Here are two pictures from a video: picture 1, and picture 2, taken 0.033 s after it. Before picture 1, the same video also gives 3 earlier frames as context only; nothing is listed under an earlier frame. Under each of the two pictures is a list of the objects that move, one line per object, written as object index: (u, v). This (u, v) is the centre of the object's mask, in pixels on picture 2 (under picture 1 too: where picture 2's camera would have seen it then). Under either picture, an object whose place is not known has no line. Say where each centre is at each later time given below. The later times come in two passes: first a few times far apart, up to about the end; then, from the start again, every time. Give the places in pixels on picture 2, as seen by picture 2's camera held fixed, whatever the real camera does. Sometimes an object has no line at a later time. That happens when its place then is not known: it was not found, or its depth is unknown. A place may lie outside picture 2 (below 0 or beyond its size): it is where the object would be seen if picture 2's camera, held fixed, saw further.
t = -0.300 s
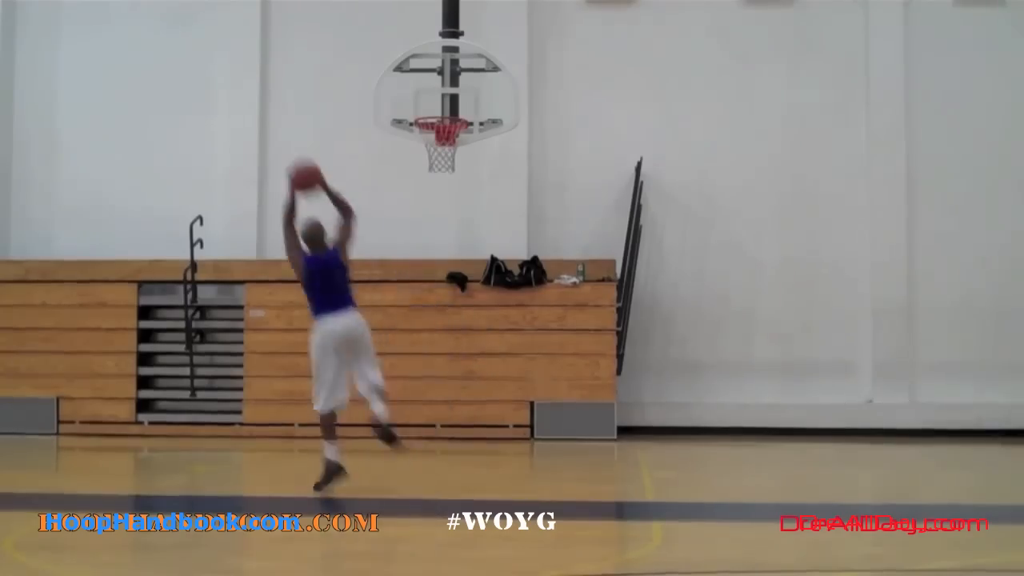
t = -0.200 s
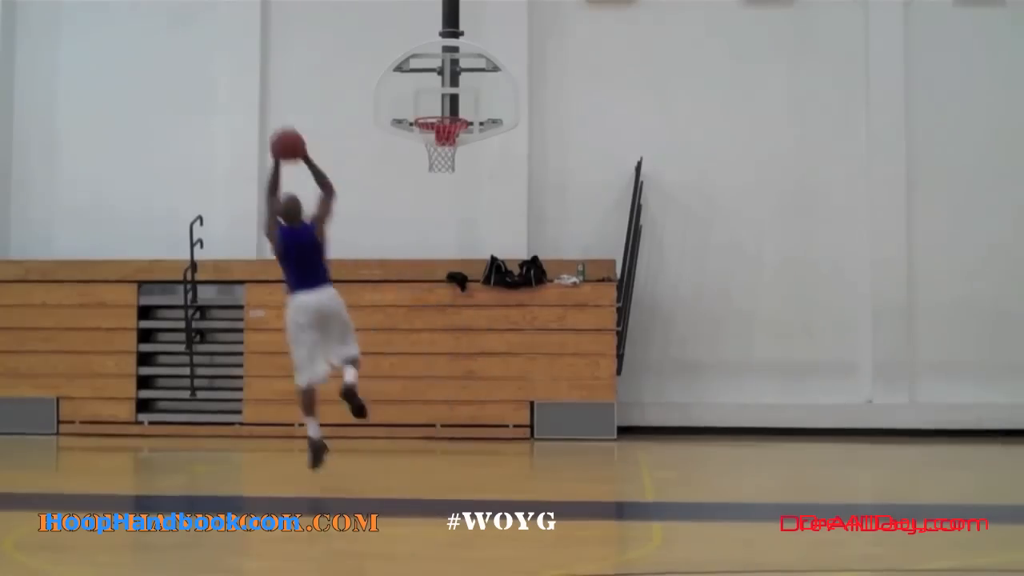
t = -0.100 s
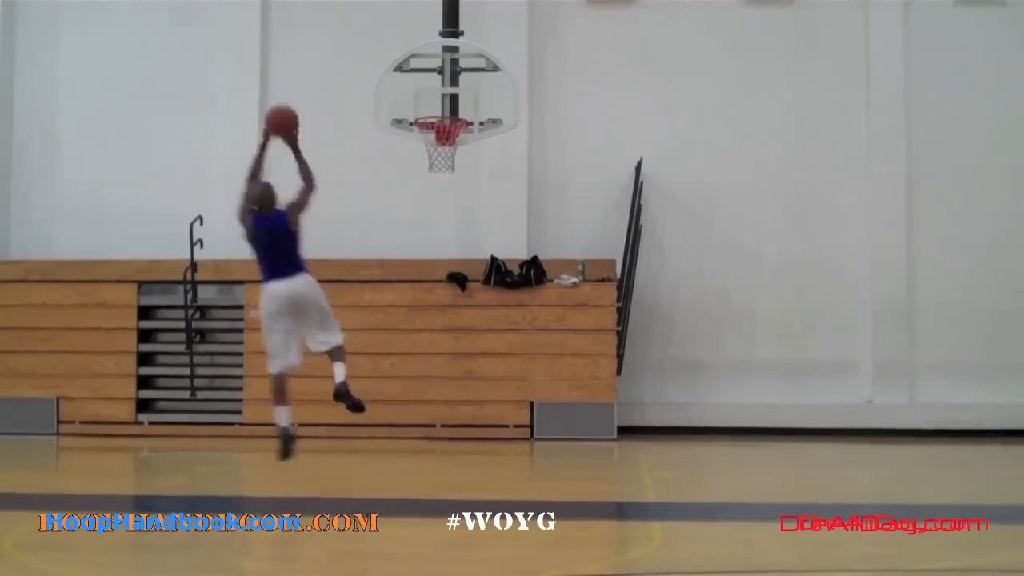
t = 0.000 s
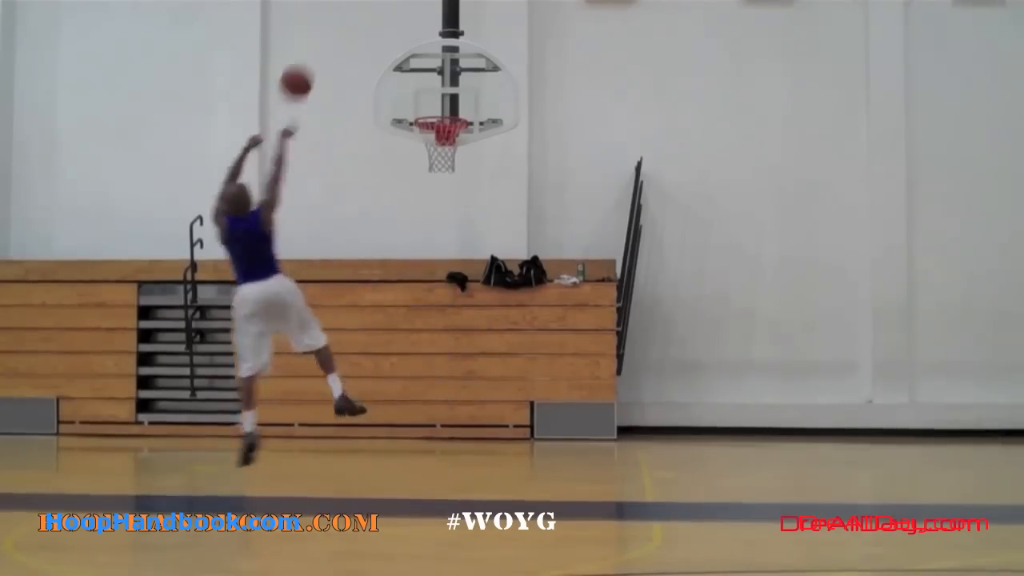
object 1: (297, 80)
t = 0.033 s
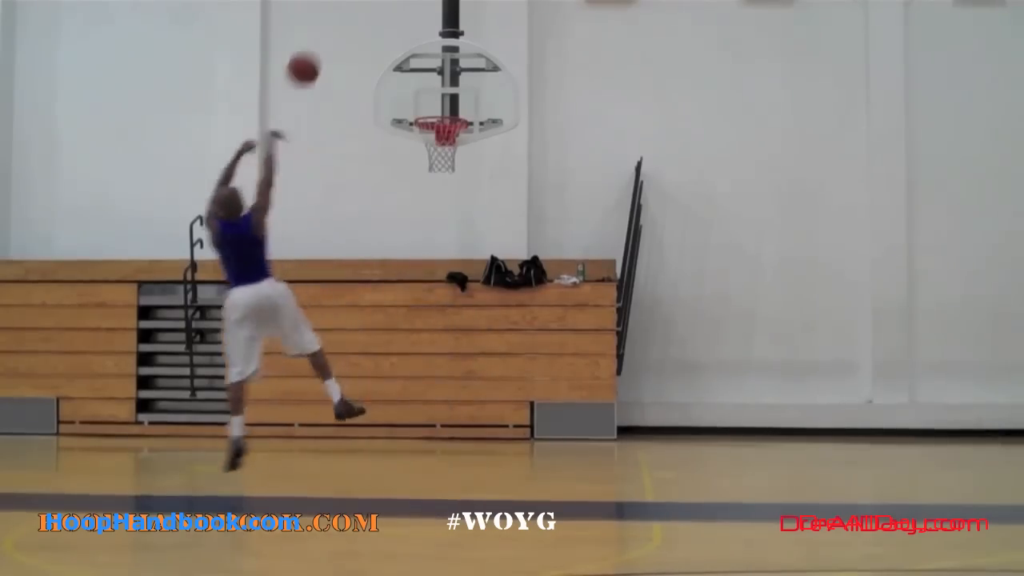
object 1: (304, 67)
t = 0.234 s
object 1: (343, 20)
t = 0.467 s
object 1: (383, 28)
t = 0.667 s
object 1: (413, 82)
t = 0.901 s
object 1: (442, 106)
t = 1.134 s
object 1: (451, 103)
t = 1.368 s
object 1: (438, 104)
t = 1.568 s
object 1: (438, 127)
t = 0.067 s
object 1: (311, 55)
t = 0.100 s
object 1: (318, 45)
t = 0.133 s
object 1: (324, 37)
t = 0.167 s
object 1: (331, 30)
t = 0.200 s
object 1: (337, 24)
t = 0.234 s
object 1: (343, 20)
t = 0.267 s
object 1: (349, 18)
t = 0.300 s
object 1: (355, 16)
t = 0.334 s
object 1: (361, 16)
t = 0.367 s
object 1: (367, 17)
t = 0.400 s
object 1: (372, 20)
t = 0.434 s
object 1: (378, 24)
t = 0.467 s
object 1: (383, 28)
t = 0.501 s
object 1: (388, 34)
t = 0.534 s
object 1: (393, 42)
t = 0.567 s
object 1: (399, 49)
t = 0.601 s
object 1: (403, 59)
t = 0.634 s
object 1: (408, 70)
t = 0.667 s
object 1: (413, 82)
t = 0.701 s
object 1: (418, 94)
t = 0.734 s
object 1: (422, 104)
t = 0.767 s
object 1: (425, 103)
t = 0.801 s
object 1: (429, 103)
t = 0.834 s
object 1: (433, 103)
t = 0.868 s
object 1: (436, 104)
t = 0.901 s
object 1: (442, 106)
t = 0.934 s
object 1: (444, 108)
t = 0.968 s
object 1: (446, 108)
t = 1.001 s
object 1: (448, 105)
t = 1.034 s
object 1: (449, 104)
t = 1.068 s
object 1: (450, 103)
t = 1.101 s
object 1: (450, 102)
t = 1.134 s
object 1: (451, 103)
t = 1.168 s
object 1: (452, 104)
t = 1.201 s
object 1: (453, 105)
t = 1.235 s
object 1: (452, 105)
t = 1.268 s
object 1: (449, 104)
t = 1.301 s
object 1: (446, 104)
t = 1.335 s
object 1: (444, 104)
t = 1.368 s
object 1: (438, 104)
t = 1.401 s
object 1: (436, 106)
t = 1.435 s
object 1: (433, 108)
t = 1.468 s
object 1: (428, 116)
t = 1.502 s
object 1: (428, 119)
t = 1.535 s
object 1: (433, 119)
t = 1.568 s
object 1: (438, 127)
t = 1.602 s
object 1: (441, 128)
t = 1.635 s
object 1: (449, 137)
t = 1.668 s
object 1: (452, 144)
